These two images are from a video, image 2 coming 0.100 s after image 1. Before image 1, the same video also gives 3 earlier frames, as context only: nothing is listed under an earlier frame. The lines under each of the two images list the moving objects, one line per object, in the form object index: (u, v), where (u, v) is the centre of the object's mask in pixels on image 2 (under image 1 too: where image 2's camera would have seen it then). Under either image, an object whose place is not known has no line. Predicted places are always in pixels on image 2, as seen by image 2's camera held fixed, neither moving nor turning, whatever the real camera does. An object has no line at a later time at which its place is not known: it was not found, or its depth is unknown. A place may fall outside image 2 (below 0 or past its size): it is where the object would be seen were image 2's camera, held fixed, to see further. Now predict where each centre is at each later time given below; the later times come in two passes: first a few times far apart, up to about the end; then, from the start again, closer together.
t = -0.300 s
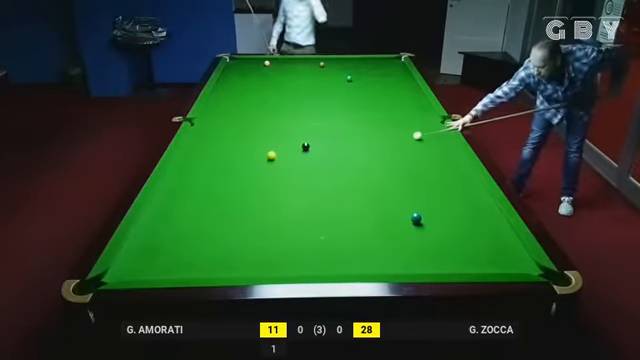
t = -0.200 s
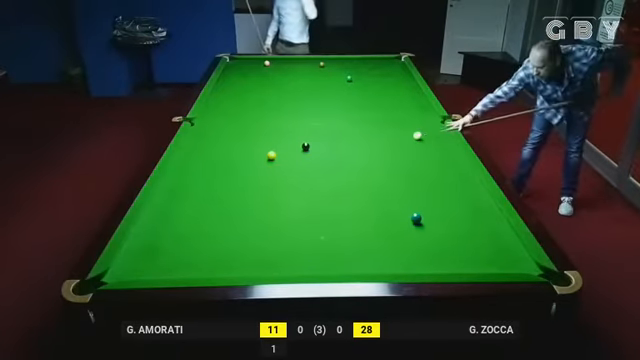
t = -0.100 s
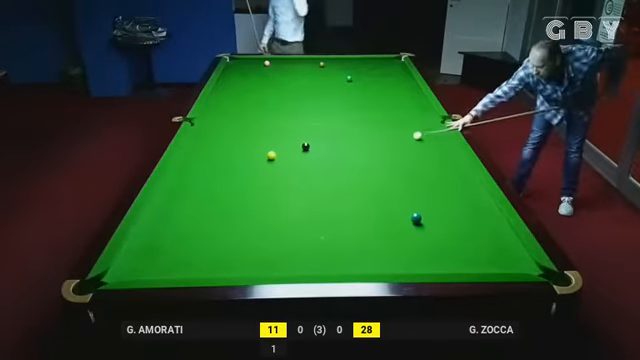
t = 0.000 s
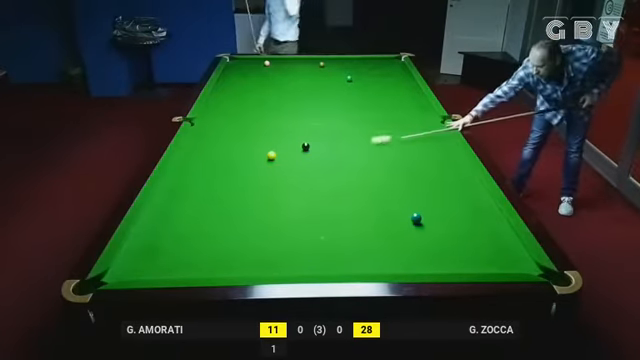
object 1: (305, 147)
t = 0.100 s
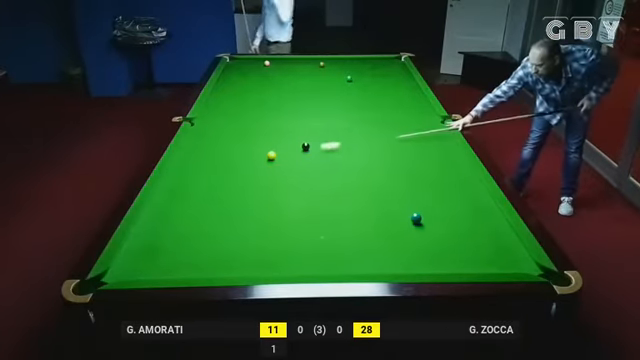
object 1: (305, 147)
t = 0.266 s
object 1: (290, 140)
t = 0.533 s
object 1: (265, 130)
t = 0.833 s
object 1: (240, 120)
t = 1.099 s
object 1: (221, 112)
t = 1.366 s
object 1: (206, 105)
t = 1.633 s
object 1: (221, 100)
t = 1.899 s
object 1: (234, 96)
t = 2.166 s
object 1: (245, 92)
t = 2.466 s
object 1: (257, 88)
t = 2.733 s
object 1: (266, 85)
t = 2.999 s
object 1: (274, 82)
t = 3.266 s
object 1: (281, 80)
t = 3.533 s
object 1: (288, 78)
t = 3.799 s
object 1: (294, 76)
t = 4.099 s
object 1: (300, 74)
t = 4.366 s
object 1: (305, 72)
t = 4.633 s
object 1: (309, 71)
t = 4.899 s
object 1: (313, 70)
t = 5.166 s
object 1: (316, 69)
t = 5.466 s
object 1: (318, 69)
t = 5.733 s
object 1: (320, 69)
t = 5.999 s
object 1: (322, 68)
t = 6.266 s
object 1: (322, 68)
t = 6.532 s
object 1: (322, 68)
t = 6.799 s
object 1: (322, 68)
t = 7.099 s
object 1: (322, 68)
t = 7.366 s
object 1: (322, 68)
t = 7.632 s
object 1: (322, 68)
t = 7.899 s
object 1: (322, 68)
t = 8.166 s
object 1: (322, 68)
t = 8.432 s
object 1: (322, 68)
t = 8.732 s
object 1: (322, 68)
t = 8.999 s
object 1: (322, 68)
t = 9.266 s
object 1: (322, 68)
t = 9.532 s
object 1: (322, 68)
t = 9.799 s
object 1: (322, 68)
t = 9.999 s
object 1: (322, 68)
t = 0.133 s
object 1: (303, 146)
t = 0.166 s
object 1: (301, 144)
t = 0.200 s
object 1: (297, 144)
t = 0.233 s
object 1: (293, 142)
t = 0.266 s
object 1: (290, 140)
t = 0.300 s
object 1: (286, 139)
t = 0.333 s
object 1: (283, 137)
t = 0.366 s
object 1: (280, 136)
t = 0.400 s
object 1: (277, 135)
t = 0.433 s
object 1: (274, 134)
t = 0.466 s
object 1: (271, 132)
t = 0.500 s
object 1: (268, 132)
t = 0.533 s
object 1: (265, 130)
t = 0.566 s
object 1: (262, 129)
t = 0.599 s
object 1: (259, 128)
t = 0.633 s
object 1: (256, 127)
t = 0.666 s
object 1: (254, 126)
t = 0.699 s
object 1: (251, 125)
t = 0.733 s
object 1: (248, 123)
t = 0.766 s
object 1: (245, 123)
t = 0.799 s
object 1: (243, 121)
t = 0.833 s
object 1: (240, 120)
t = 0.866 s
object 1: (238, 119)
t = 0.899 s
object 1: (235, 118)
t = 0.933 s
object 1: (233, 117)
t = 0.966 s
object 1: (231, 116)
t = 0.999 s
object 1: (228, 115)
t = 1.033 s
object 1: (226, 114)
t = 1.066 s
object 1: (223, 113)
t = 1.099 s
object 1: (221, 112)
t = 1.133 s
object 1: (219, 111)
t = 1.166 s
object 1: (216, 110)
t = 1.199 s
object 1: (214, 109)
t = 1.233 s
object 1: (212, 109)
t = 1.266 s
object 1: (210, 108)
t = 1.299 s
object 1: (208, 107)
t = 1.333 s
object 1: (206, 106)
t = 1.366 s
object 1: (206, 105)
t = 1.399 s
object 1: (209, 104)
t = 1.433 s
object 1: (211, 103)
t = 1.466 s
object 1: (212, 103)
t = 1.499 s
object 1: (214, 103)
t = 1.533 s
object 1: (216, 102)
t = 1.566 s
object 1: (218, 102)
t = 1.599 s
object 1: (219, 101)
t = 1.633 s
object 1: (221, 100)
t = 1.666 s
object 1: (223, 100)
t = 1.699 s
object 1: (224, 99)
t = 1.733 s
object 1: (226, 98)
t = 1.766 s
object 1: (228, 98)
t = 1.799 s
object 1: (229, 97)
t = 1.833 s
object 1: (231, 97)
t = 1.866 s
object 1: (232, 96)
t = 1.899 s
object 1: (234, 96)
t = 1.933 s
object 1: (236, 95)
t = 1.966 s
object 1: (237, 95)
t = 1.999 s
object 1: (238, 94)
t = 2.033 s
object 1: (240, 94)
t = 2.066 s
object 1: (241, 93)
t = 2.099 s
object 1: (243, 93)
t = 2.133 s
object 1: (244, 93)
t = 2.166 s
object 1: (245, 92)
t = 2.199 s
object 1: (247, 92)
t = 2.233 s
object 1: (248, 91)
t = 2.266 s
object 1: (249, 91)
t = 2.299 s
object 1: (251, 90)
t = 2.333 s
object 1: (252, 90)
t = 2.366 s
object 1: (253, 90)
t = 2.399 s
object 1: (254, 89)
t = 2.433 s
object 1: (255, 88)
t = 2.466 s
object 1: (257, 88)
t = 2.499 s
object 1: (258, 88)
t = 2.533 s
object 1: (259, 87)
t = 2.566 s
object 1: (261, 87)
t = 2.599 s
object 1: (261, 86)
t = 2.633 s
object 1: (263, 86)
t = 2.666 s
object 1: (264, 86)
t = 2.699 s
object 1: (265, 85)
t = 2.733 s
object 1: (266, 85)
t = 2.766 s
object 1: (267, 85)
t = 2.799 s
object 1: (268, 84)
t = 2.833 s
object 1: (269, 84)
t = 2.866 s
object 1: (270, 84)
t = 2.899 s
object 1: (271, 83)
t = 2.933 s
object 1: (272, 83)
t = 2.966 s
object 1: (273, 83)
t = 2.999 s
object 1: (274, 82)
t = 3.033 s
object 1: (275, 82)
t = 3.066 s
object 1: (276, 82)
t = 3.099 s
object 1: (276, 82)
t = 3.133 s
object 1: (278, 81)
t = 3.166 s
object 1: (279, 81)
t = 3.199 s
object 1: (280, 80)
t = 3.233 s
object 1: (281, 80)
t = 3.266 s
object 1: (281, 80)
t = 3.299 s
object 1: (282, 79)
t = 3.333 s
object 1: (283, 79)
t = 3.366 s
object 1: (284, 79)
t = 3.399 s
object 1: (285, 79)
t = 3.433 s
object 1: (286, 79)
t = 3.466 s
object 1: (287, 78)
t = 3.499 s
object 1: (287, 78)
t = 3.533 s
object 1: (288, 78)
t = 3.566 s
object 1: (289, 78)
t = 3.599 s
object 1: (290, 77)
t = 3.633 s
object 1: (290, 77)
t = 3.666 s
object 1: (292, 77)
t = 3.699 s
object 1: (292, 77)
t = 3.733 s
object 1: (293, 76)
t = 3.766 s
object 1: (294, 76)
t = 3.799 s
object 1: (294, 76)
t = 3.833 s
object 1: (295, 76)
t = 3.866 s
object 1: (295, 76)
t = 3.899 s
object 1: (296, 75)
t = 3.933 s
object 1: (297, 75)
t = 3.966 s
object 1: (298, 75)
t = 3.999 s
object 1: (298, 75)
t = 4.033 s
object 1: (299, 74)
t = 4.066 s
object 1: (299, 74)
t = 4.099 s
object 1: (300, 74)
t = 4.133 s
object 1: (301, 74)
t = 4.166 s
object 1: (301, 74)
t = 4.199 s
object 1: (303, 73)
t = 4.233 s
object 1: (303, 73)
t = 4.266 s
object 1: (303, 73)
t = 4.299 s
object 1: (304, 73)
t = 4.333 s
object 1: (304, 73)
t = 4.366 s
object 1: (305, 72)
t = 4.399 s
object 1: (305, 72)
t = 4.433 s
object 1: (306, 72)
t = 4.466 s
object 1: (306, 72)
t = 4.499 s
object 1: (307, 72)
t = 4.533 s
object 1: (308, 72)
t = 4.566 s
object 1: (308, 72)
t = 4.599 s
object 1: (309, 71)
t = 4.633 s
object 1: (309, 71)
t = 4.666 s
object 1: (310, 71)
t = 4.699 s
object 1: (310, 71)
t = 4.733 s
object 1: (311, 71)
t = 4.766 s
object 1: (311, 71)
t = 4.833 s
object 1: (312, 71)
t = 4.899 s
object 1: (313, 70)
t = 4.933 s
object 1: (313, 70)
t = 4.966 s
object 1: (314, 70)
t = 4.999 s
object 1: (314, 70)
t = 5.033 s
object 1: (314, 70)
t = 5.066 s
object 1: (315, 70)
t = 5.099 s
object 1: (315, 70)
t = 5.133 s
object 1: (315, 69)
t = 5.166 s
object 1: (316, 69)
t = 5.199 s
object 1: (316, 69)
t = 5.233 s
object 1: (317, 69)
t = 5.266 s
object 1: (317, 69)
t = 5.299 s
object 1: (317, 69)
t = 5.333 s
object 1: (317, 69)
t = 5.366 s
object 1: (318, 69)
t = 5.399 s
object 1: (318, 69)
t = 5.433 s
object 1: (318, 69)
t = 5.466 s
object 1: (318, 69)
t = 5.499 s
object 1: (319, 69)
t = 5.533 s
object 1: (319, 69)
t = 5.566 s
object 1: (319, 69)
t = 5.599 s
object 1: (319, 69)
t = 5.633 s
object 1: (320, 69)
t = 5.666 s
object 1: (320, 69)
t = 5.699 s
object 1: (320, 69)
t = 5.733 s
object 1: (320, 69)
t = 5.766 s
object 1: (321, 69)
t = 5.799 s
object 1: (321, 69)
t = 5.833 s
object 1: (321, 69)
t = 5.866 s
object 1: (321, 69)
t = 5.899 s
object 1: (322, 68)
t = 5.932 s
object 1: (322, 68)
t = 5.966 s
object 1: (322, 68)
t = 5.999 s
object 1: (322, 68)
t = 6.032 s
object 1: (322, 68)
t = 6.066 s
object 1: (322, 68)
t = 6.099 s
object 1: (322, 68)
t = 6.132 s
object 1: (322, 68)
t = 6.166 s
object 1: (322, 68)
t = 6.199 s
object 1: (322, 68)
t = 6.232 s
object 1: (322, 68)
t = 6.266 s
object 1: (322, 68)
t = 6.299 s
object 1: (322, 68)
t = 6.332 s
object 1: (322, 68)
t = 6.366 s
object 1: (322, 68)
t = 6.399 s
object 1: (322, 68)
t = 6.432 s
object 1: (322, 68)
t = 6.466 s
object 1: (322, 68)
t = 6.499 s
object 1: (322, 68)
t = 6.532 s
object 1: (322, 68)
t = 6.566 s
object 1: (322, 68)
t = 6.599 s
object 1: (322, 68)
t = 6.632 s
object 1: (322, 68)
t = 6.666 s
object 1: (322, 68)
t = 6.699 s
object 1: (322, 68)
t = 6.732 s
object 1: (322, 68)
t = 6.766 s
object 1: (322, 68)
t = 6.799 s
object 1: (322, 68)
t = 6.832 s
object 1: (322, 68)
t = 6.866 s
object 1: (322, 68)
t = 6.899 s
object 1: (322, 68)
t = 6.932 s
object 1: (322, 68)
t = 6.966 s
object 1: (322, 68)
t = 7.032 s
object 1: (322, 68)
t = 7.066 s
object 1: (322, 68)
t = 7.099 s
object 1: (322, 68)
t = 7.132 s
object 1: (322, 68)
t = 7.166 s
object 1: (322, 68)
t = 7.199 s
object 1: (322, 68)
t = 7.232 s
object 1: (322, 68)
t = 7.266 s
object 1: (322, 68)
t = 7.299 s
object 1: (322, 68)
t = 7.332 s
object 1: (322, 68)
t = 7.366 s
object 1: (322, 68)
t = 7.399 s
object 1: (322, 68)
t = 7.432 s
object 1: (322, 68)
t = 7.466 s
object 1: (322, 68)
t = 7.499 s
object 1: (322, 68)
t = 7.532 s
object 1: (322, 68)
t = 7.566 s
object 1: (322, 68)
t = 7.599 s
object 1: (322, 68)
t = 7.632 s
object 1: (322, 68)
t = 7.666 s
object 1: (322, 68)
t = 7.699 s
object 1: (322, 68)
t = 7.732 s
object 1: (322, 68)
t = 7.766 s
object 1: (322, 68)
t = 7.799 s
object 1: (322, 68)
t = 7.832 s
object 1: (322, 68)
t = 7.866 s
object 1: (322, 68)
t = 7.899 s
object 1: (322, 68)
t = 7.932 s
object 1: (322, 68)
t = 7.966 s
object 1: (322, 68)
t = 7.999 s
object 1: (322, 68)
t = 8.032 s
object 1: (322, 68)
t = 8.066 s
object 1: (322, 68)
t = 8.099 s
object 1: (322, 68)
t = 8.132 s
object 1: (322, 68)
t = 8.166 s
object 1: (322, 68)
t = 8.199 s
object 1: (322, 68)
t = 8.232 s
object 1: (322, 68)
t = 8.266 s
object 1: (322, 68)
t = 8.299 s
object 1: (322, 68)
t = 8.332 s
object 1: (322, 68)
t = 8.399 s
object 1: (322, 68)
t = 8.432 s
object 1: (322, 68)
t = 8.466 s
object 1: (322, 68)
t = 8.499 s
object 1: (322, 68)
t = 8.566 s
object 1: (322, 68)
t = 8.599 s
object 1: (322, 68)
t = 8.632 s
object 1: (322, 68)
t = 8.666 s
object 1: (322, 68)
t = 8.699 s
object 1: (322, 68)
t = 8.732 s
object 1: (322, 68)
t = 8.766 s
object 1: (322, 68)
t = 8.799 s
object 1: (322, 68)
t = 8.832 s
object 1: (322, 68)
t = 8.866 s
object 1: (322, 68)
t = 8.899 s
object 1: (322, 68)
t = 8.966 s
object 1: (322, 68)
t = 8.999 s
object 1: (322, 68)
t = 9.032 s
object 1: (322, 68)
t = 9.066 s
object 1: (322, 68)
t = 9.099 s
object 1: (322, 68)
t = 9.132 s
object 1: (322, 68)
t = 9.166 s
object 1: (322, 68)
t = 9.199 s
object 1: (322, 68)
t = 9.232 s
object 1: (322, 68)
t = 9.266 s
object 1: (322, 68)
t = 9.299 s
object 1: (322, 68)
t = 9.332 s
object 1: (322, 68)
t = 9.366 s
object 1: (322, 68)
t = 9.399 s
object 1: (322, 68)
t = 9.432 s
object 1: (322, 68)
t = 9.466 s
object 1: (322, 68)
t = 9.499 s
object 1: (322, 68)
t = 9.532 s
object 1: (322, 68)
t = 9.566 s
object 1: (322, 68)
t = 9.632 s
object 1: (322, 68)
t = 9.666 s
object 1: (322, 68)
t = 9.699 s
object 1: (322, 68)
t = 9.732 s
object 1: (322, 68)
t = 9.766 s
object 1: (322, 68)
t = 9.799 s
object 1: (322, 68)
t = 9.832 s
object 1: (322, 68)
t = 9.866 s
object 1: (322, 68)
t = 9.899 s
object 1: (322, 68)
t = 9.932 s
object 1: (322, 68)
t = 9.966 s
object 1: (322, 68)
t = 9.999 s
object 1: (322, 68)
